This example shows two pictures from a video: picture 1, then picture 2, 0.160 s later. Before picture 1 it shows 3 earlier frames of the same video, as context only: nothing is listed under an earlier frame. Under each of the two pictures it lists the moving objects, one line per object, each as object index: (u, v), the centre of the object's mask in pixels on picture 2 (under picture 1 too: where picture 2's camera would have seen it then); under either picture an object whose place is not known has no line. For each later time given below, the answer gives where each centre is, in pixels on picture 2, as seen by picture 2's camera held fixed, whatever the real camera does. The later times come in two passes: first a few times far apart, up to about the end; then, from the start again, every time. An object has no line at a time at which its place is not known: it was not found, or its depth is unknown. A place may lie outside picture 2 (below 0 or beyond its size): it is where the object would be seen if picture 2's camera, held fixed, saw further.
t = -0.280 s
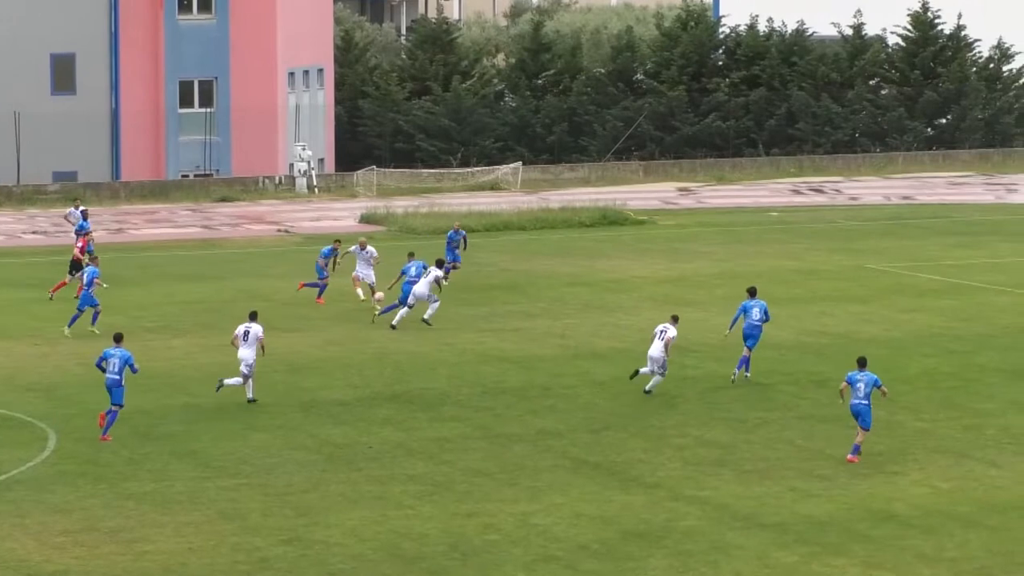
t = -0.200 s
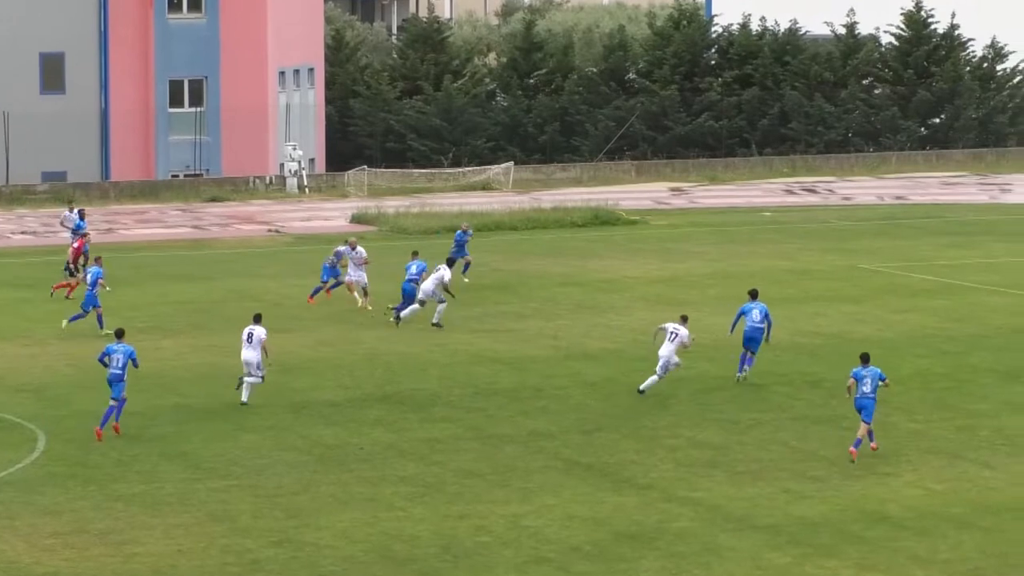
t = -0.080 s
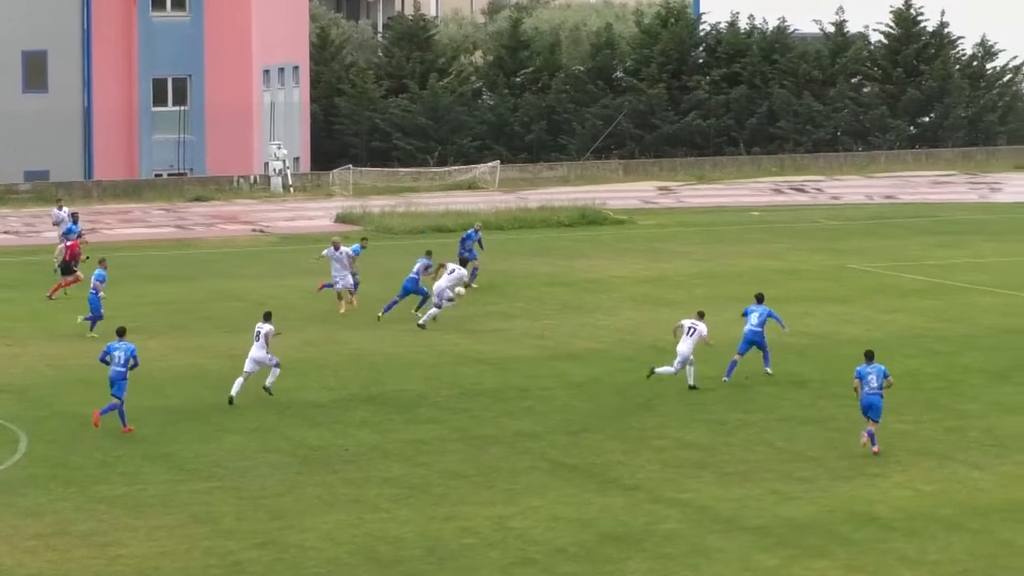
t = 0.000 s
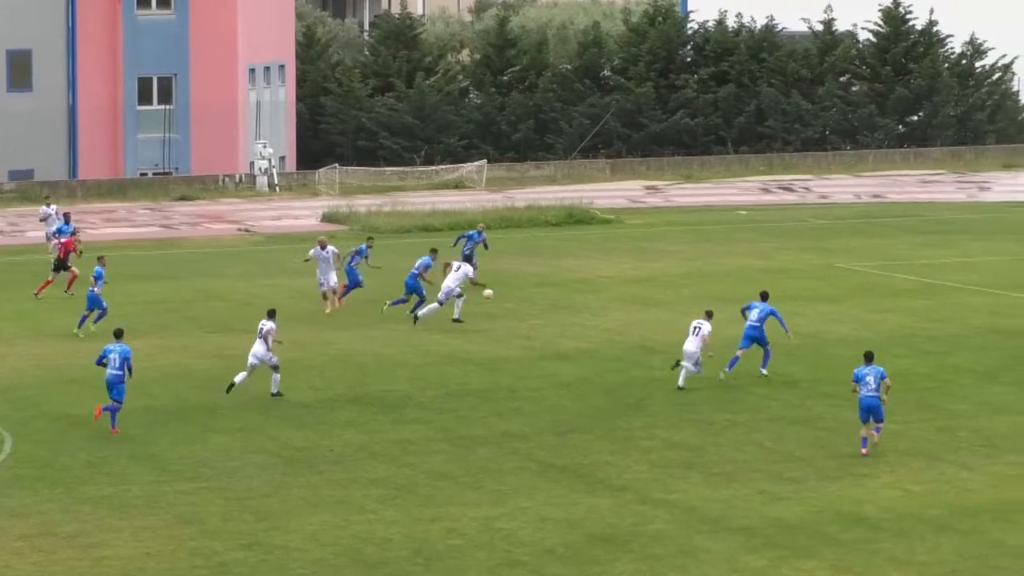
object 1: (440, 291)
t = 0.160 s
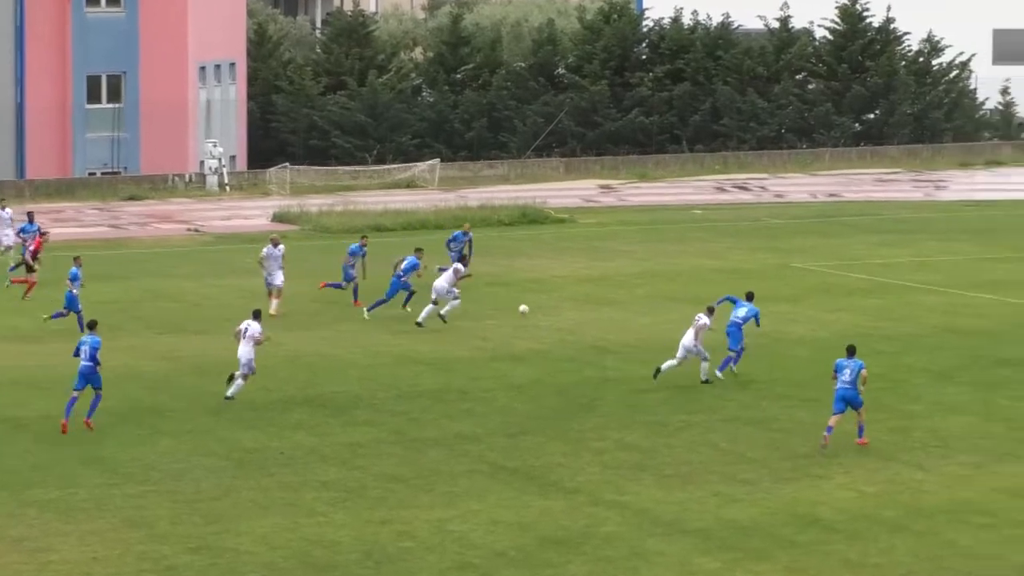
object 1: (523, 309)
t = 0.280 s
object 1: (576, 303)
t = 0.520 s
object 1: (676, 299)
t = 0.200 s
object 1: (542, 311)
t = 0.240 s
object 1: (559, 306)
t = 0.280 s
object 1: (576, 303)
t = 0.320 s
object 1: (593, 300)
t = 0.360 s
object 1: (610, 299)
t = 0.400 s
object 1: (627, 297)
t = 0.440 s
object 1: (643, 297)
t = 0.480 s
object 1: (659, 298)
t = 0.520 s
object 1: (676, 299)
